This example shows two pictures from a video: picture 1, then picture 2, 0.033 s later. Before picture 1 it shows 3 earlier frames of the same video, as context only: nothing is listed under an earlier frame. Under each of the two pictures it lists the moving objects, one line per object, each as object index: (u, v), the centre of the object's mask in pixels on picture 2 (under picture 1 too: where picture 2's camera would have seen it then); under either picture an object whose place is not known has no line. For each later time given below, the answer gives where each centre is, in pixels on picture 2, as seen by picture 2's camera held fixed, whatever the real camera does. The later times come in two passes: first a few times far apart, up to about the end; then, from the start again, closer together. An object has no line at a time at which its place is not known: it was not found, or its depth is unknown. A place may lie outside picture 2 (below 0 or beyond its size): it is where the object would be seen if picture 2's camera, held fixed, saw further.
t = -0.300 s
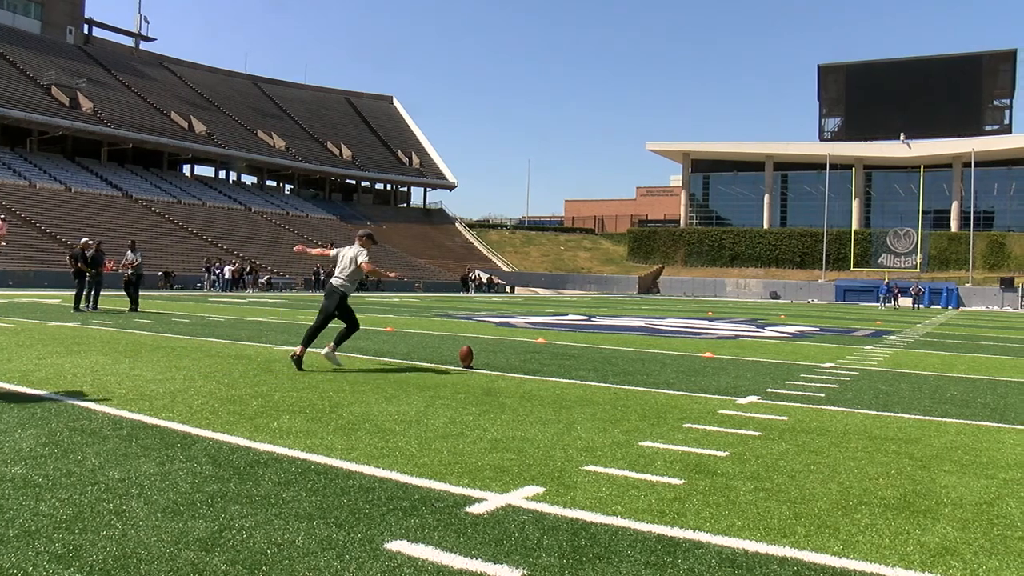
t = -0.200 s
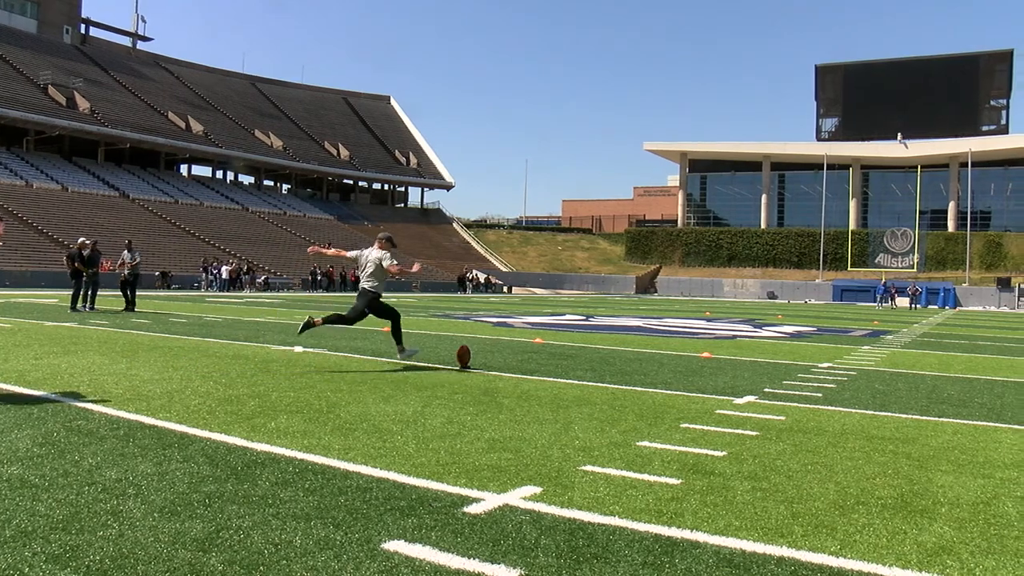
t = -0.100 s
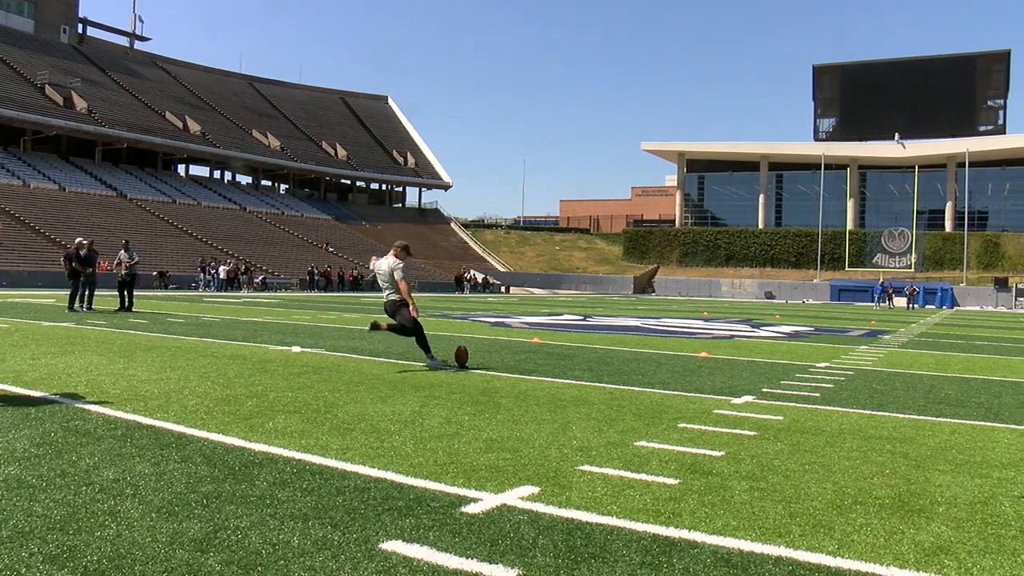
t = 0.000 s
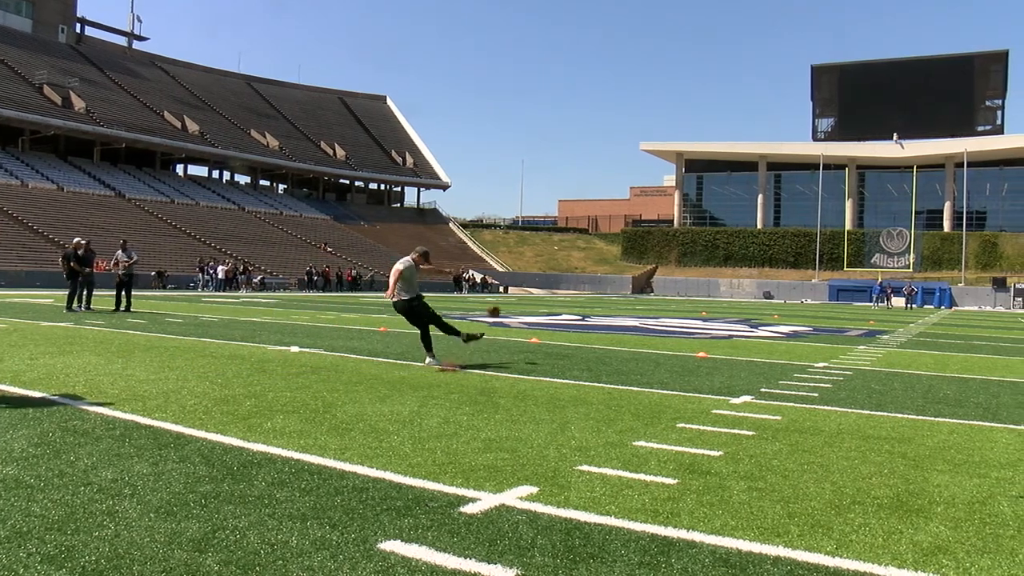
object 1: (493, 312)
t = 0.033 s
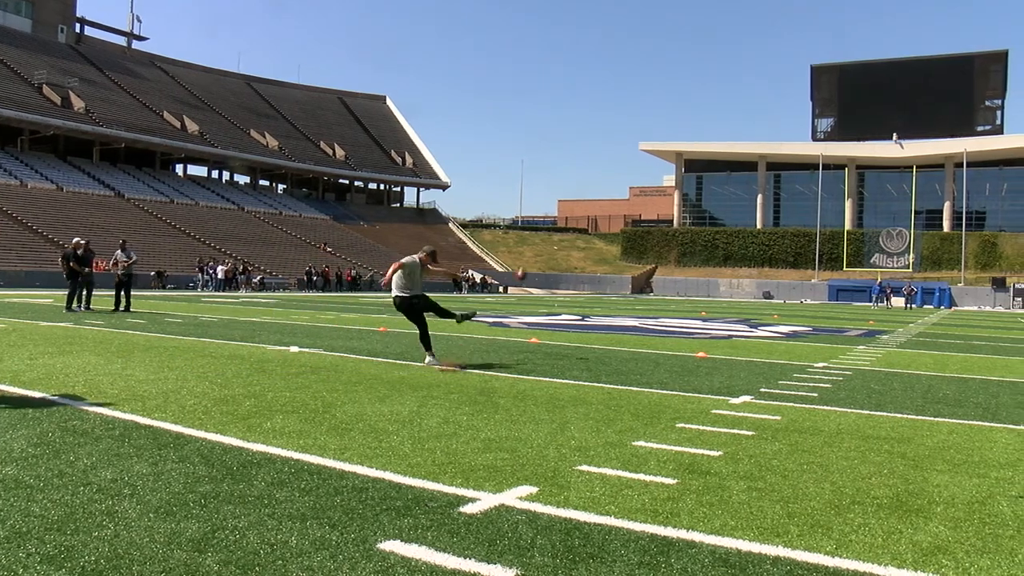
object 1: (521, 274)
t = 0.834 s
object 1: (729, 38)
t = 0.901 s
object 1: (735, 35)
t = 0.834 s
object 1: (729, 38)
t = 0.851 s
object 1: (730, 37)
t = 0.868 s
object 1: (732, 36)
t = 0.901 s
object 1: (735, 35)
